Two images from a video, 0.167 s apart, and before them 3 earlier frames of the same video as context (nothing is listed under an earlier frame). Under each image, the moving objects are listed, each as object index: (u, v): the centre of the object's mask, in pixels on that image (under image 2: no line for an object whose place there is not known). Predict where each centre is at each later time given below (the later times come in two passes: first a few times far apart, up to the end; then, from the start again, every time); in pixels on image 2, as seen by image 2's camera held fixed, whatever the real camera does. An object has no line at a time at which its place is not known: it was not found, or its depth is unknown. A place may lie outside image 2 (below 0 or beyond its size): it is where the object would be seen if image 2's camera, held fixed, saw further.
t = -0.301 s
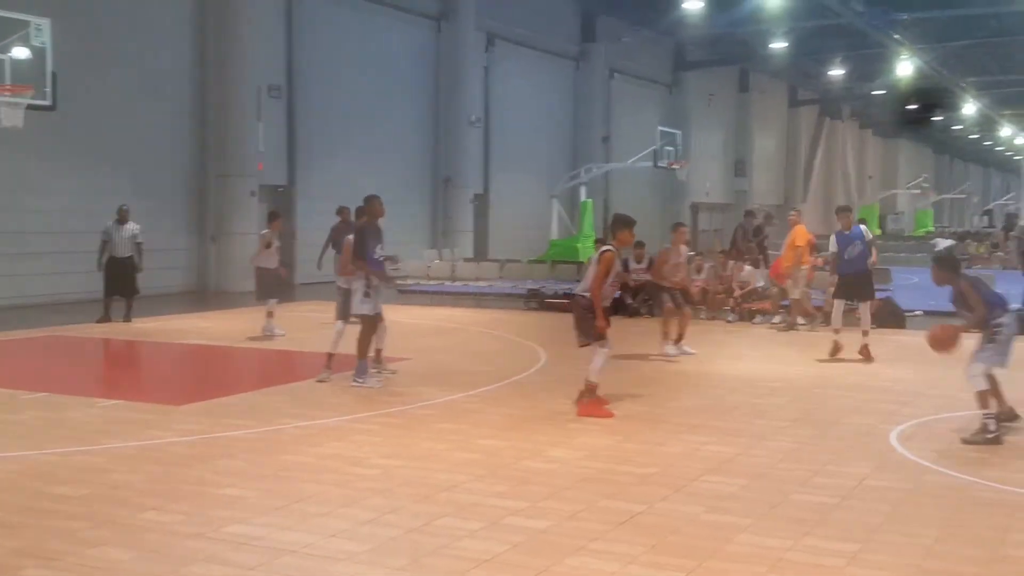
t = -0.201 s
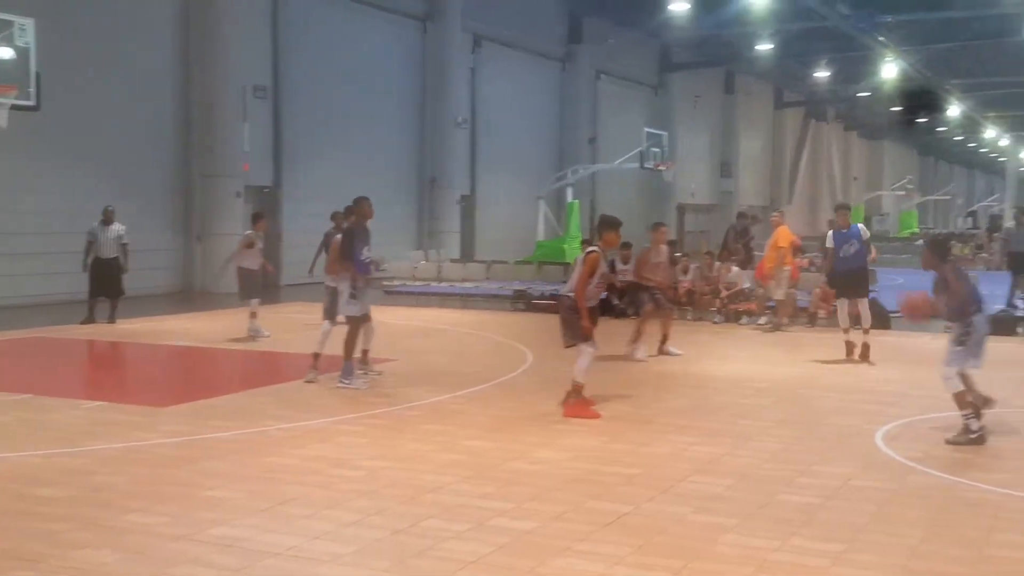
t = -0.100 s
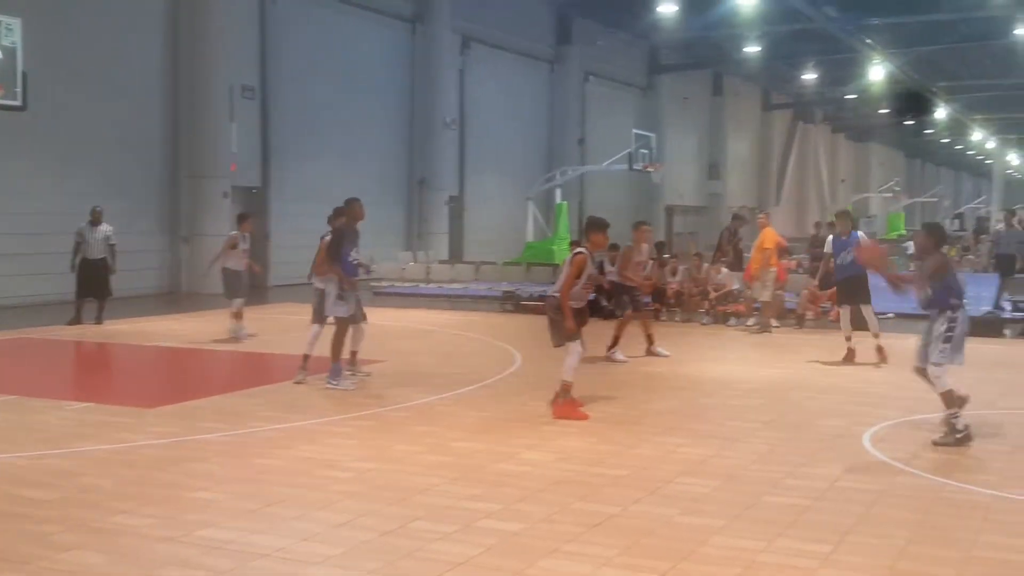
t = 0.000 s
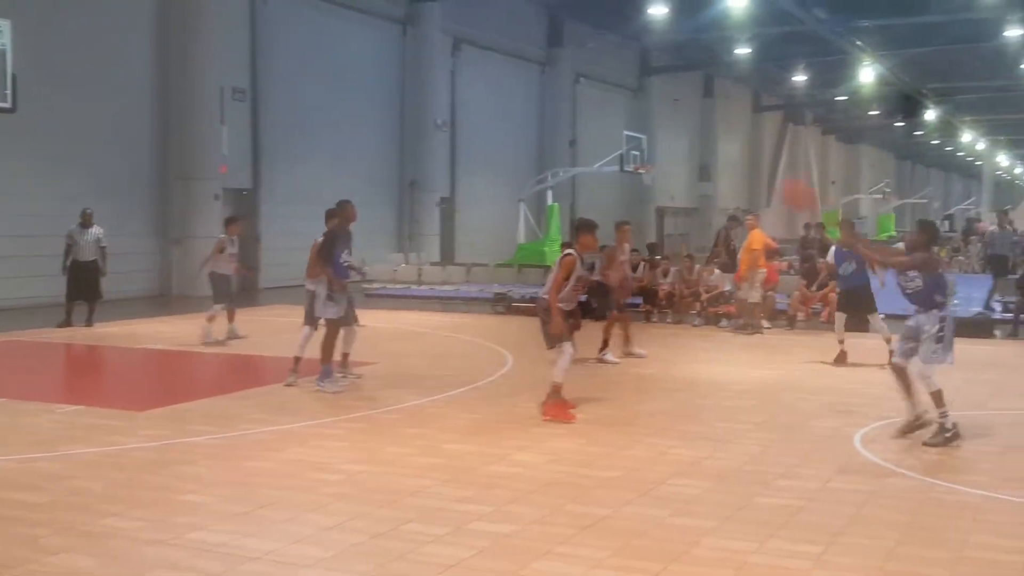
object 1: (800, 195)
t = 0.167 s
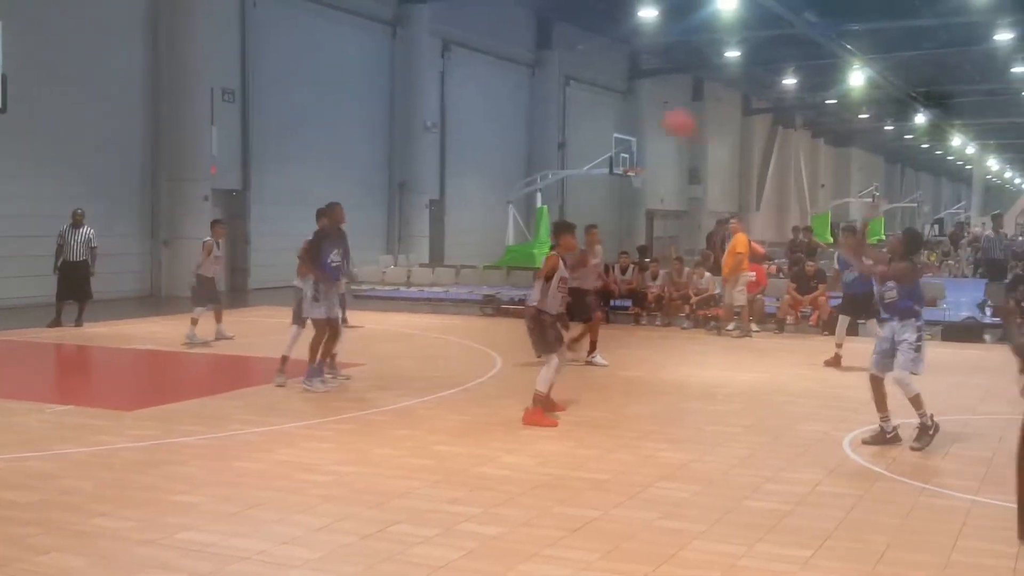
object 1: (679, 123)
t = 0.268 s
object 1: (618, 98)
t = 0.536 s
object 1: (475, 85)
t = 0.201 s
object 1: (659, 114)
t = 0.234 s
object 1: (638, 105)
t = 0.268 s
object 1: (618, 98)
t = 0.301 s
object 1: (599, 92)
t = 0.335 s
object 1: (580, 87)
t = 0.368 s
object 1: (562, 84)
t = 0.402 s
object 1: (544, 82)
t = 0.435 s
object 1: (526, 81)
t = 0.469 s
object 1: (508, 81)
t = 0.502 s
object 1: (491, 83)
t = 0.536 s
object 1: (475, 85)
